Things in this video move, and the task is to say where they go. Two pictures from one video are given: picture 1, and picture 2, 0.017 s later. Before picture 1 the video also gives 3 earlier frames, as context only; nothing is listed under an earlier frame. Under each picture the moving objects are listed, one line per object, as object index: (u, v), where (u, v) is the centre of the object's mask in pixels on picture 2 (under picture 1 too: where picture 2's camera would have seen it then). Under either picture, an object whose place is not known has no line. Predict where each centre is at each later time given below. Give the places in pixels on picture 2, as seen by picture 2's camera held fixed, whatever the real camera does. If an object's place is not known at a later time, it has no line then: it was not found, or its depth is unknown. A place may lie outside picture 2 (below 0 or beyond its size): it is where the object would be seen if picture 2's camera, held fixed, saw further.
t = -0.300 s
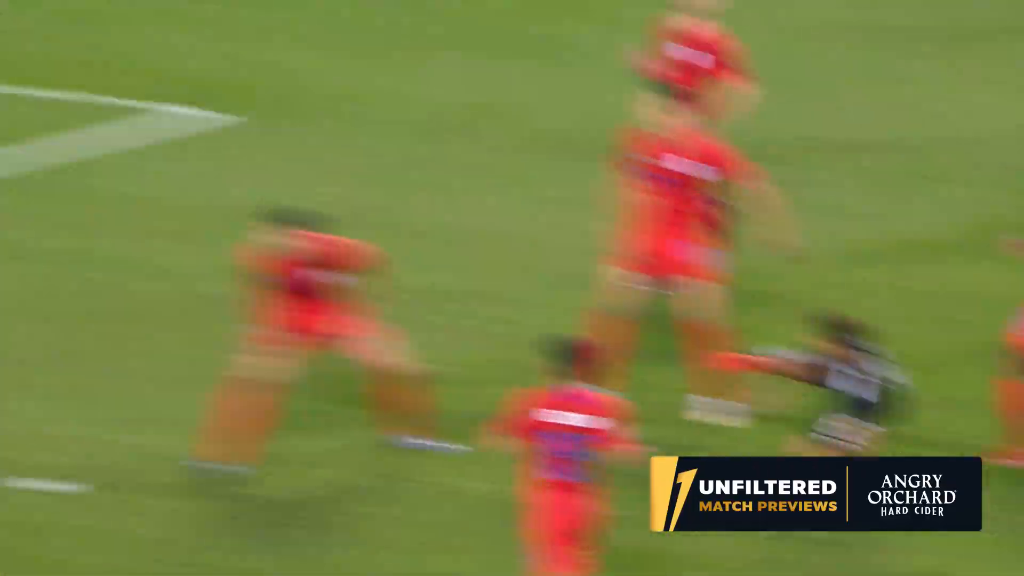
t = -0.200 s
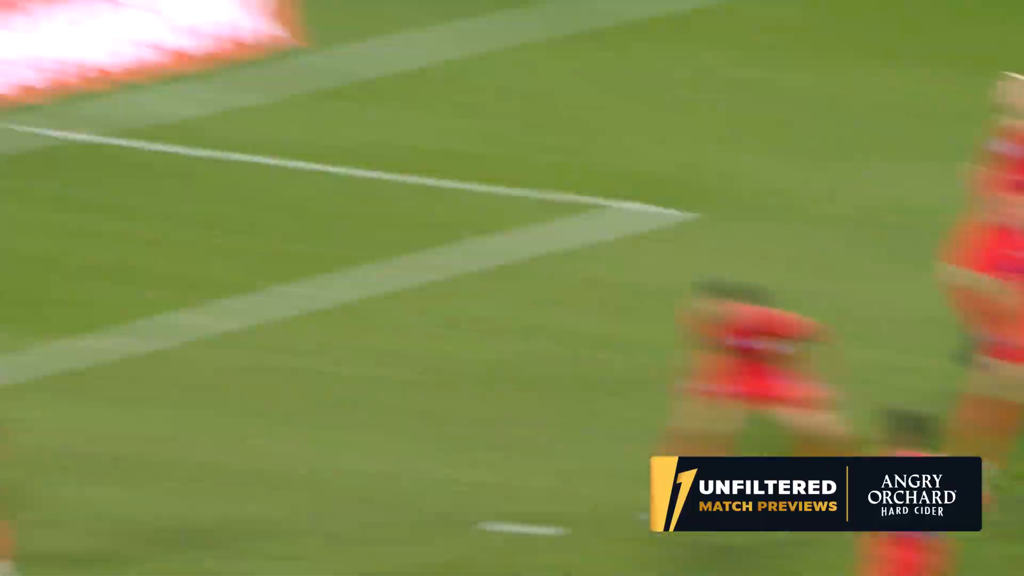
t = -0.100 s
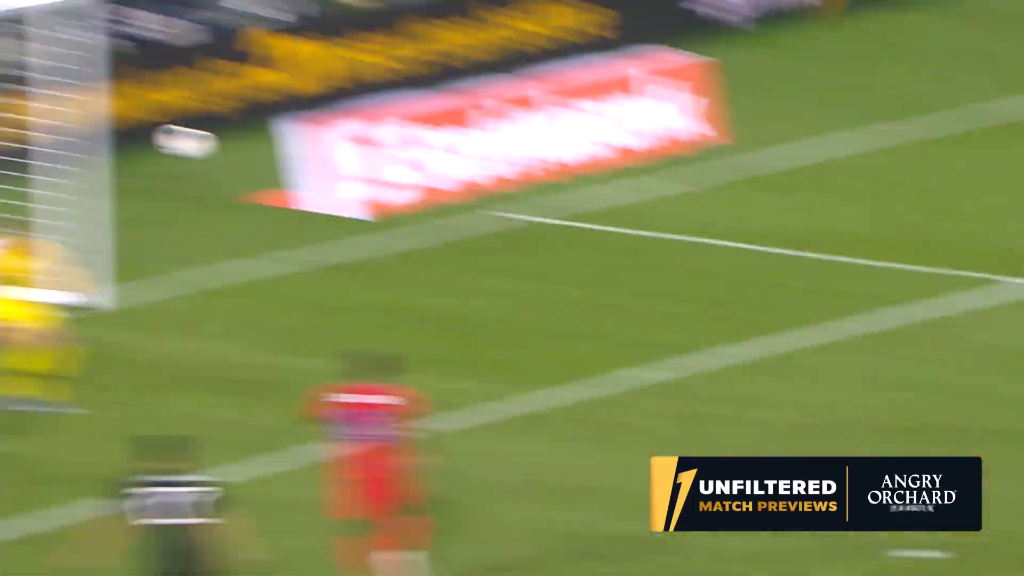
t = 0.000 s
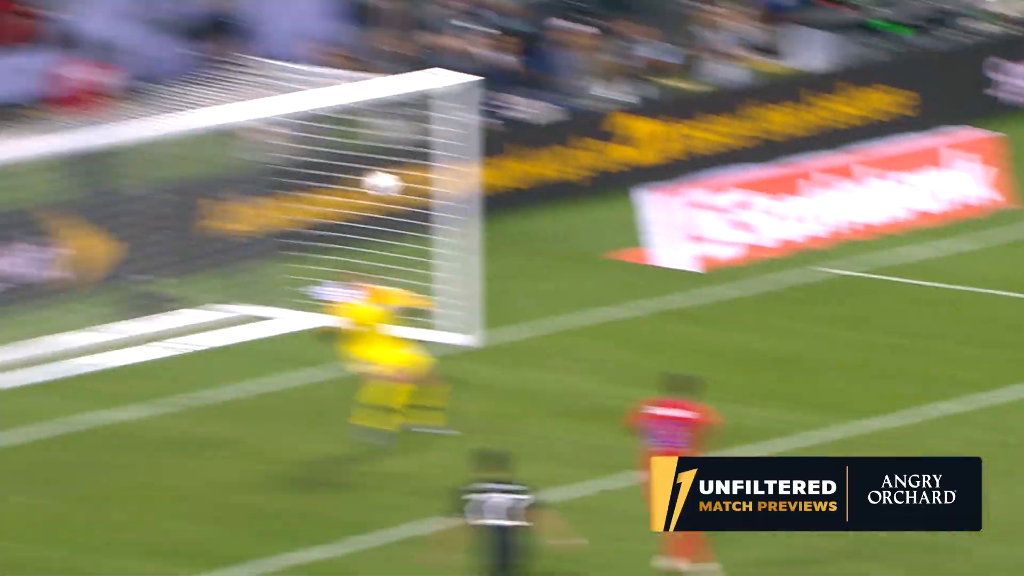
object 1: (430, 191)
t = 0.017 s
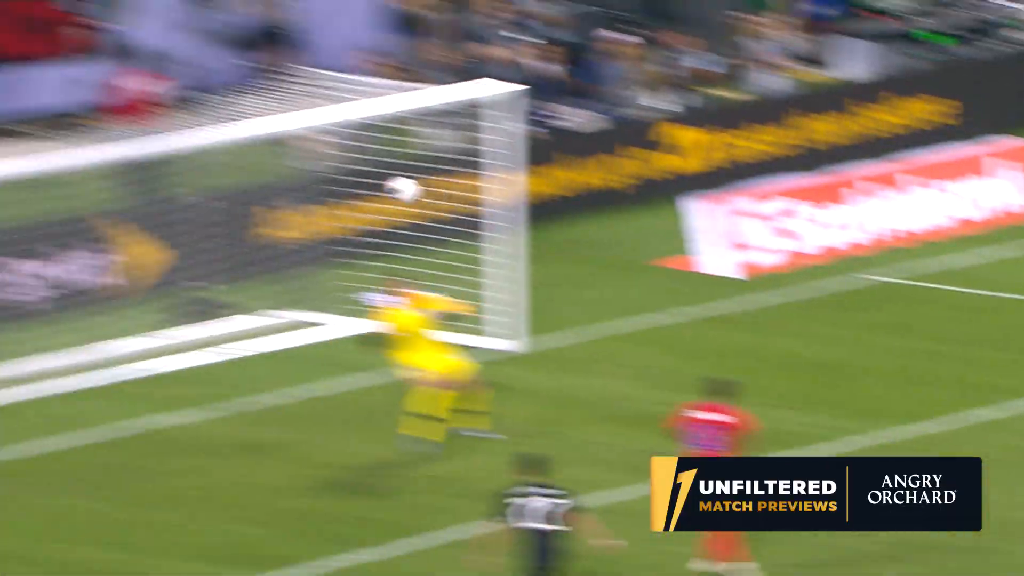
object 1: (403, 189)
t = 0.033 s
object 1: (376, 187)
